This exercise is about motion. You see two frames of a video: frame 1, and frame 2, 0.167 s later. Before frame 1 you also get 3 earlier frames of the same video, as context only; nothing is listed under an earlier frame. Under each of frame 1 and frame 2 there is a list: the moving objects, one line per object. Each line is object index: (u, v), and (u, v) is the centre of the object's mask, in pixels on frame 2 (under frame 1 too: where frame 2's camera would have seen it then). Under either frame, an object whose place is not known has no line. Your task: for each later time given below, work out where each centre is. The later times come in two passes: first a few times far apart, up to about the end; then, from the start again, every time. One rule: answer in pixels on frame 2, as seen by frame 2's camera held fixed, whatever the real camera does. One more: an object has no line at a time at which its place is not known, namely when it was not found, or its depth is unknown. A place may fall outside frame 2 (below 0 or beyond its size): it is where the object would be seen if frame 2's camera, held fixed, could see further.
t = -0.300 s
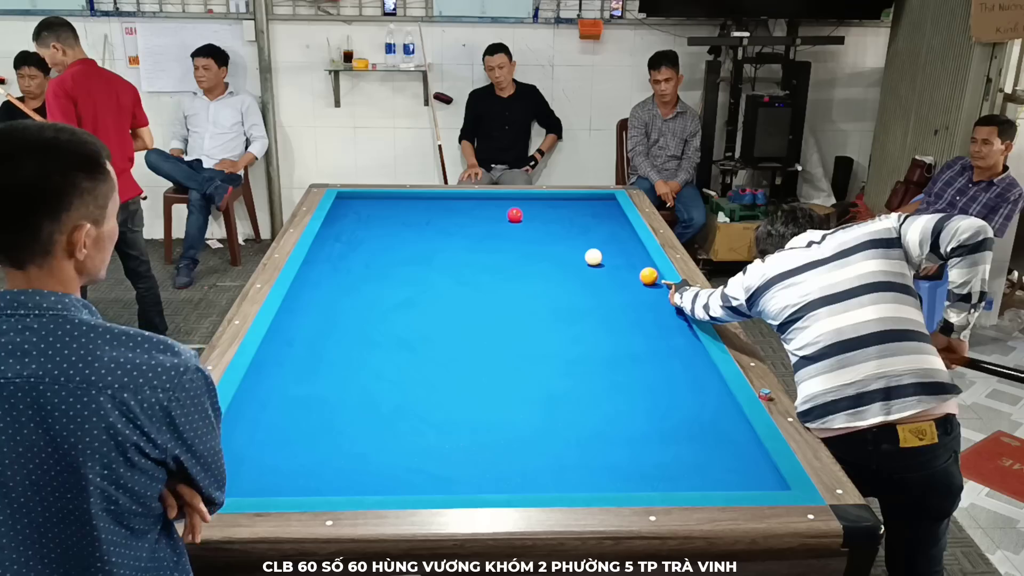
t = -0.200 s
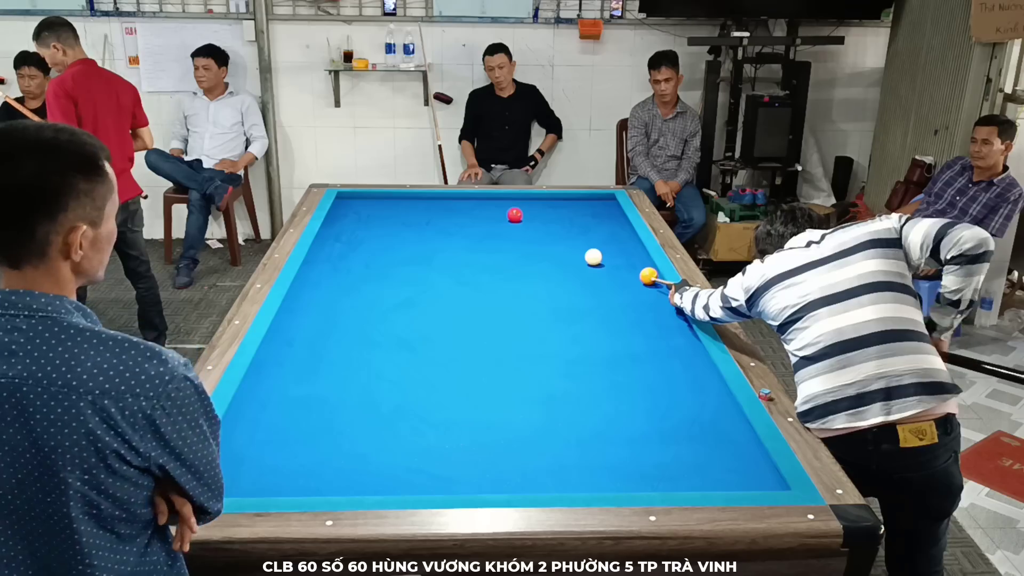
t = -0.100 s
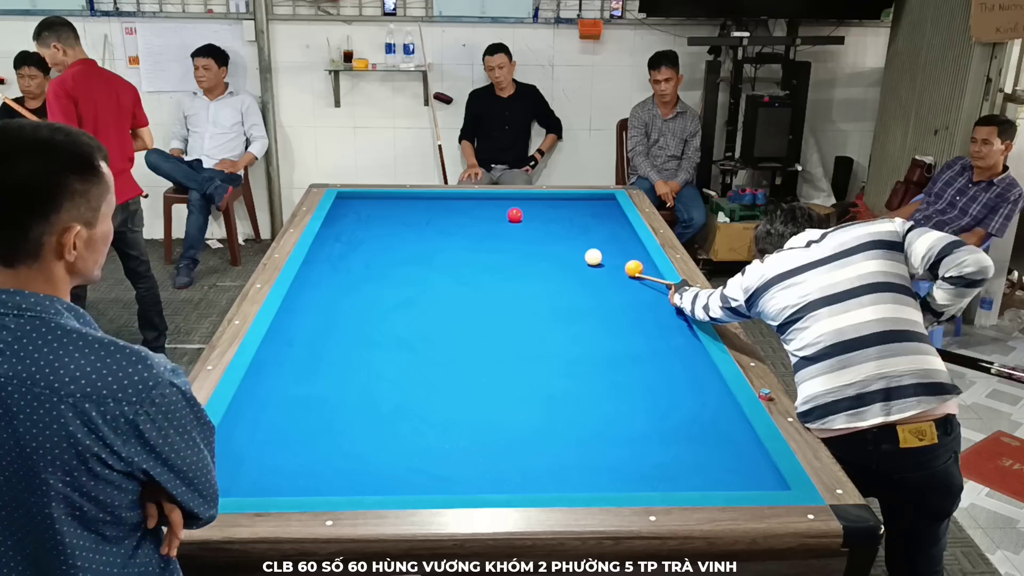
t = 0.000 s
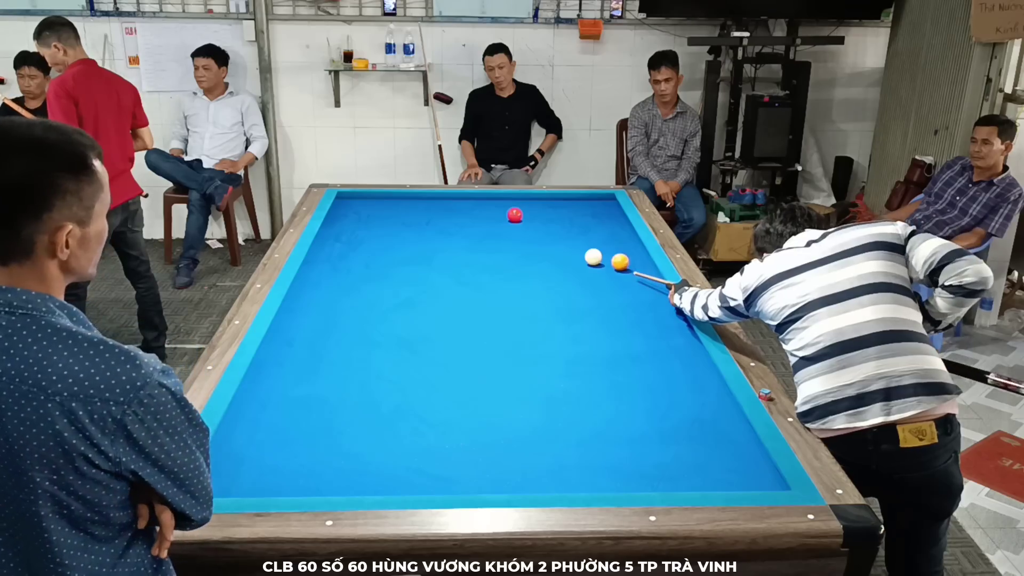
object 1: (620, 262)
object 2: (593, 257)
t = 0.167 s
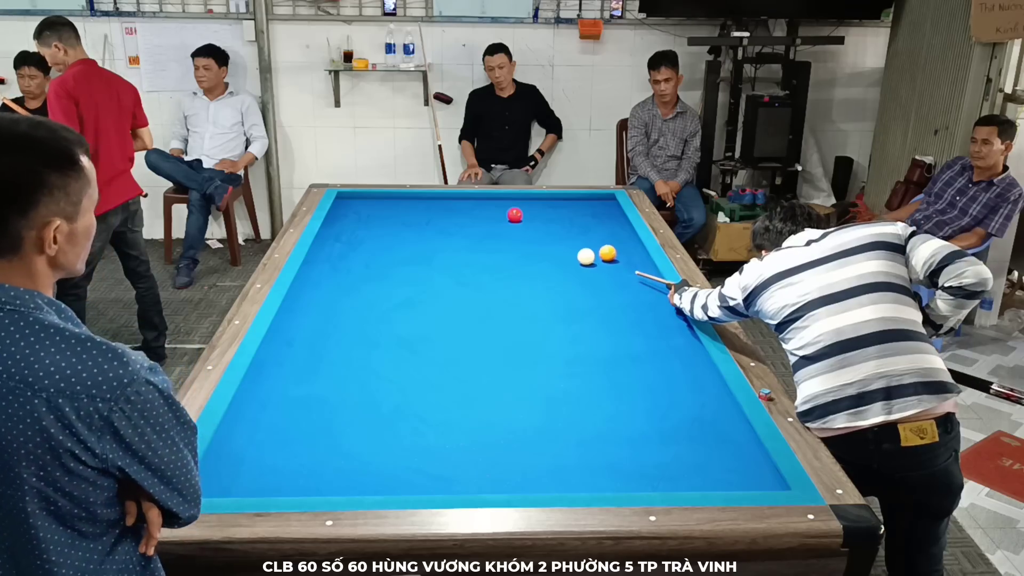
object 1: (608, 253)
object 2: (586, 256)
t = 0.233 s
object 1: (605, 250)
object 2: (581, 256)
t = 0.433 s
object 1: (597, 240)
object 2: (567, 256)
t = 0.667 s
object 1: (589, 230)
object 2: (551, 255)
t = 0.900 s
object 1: (582, 221)
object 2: (535, 254)
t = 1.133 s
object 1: (575, 213)
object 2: (521, 254)
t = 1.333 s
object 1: (570, 206)
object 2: (510, 253)
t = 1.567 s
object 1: (564, 199)
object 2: (497, 253)
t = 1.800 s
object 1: (556, 199)
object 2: (485, 252)
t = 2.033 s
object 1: (548, 202)
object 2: (473, 251)
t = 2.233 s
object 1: (540, 205)
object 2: (464, 251)
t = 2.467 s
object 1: (532, 208)
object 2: (455, 250)
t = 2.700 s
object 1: (525, 211)
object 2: (446, 250)
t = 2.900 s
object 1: (523, 213)
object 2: (439, 250)
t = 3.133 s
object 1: (522, 213)
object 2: (431, 250)
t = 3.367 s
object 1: (522, 214)
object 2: (425, 249)
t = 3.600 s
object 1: (522, 215)
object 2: (419, 249)
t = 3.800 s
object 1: (522, 215)
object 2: (414, 249)
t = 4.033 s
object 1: (522, 215)
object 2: (410, 249)
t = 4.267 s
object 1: (522, 215)
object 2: (406, 249)
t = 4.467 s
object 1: (522, 215)
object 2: (403, 249)
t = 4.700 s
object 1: (522, 215)
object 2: (401, 249)
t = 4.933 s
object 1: (522, 215)
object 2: (399, 249)
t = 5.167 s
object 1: (522, 215)
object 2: (398, 249)
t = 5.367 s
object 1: (522, 215)
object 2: (397, 249)
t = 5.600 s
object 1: (522, 215)
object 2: (397, 249)
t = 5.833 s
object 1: (522, 215)
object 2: (397, 250)
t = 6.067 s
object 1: (522, 215)
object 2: (397, 249)
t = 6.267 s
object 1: (522, 215)
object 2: (397, 250)
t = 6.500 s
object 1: (522, 215)
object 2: (397, 249)
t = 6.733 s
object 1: (522, 215)
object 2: (397, 250)
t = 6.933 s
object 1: (522, 215)
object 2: (397, 249)
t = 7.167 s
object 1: (522, 215)
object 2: (397, 250)
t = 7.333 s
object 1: (522, 215)
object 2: (397, 249)
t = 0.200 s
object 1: (606, 251)
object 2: (583, 256)
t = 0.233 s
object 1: (605, 250)
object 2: (581, 256)
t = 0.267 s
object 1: (604, 248)
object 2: (579, 256)
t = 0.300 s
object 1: (602, 247)
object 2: (576, 256)
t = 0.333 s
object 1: (601, 245)
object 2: (574, 256)
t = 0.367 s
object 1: (600, 243)
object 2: (571, 256)
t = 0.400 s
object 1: (598, 242)
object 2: (569, 256)
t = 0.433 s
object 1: (597, 240)
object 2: (567, 256)
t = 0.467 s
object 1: (596, 239)
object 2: (564, 256)
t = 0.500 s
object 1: (595, 237)
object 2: (562, 255)
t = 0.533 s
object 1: (594, 236)
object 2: (560, 255)
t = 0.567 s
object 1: (592, 234)
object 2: (557, 255)
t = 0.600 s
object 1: (591, 233)
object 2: (555, 255)
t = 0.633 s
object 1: (590, 232)
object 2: (553, 255)
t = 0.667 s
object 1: (589, 230)
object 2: (551, 255)
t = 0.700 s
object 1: (588, 229)
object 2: (548, 255)
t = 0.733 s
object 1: (587, 228)
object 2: (546, 255)
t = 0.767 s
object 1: (586, 226)
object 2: (544, 255)
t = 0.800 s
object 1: (585, 225)
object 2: (542, 255)
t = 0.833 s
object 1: (584, 224)
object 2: (540, 254)
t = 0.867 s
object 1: (583, 223)
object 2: (538, 254)
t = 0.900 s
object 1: (582, 221)
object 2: (535, 254)
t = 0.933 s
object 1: (581, 220)
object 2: (533, 254)
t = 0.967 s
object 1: (580, 219)
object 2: (531, 254)
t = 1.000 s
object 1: (579, 218)
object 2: (529, 254)
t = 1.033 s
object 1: (578, 216)
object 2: (527, 254)
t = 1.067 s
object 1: (577, 215)
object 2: (525, 254)
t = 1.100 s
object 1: (576, 214)
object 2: (523, 254)
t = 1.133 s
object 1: (575, 213)
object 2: (521, 254)
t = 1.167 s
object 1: (574, 212)
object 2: (519, 254)
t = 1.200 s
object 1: (573, 211)
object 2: (517, 254)
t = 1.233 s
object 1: (572, 209)
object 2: (515, 253)
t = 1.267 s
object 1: (571, 208)
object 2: (513, 253)
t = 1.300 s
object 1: (570, 207)
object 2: (511, 253)
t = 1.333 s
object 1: (570, 206)
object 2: (510, 253)
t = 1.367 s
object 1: (569, 205)
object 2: (508, 253)
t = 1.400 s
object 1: (568, 204)
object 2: (506, 253)
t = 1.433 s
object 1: (567, 203)
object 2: (504, 253)
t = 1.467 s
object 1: (566, 202)
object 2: (502, 253)
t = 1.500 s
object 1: (565, 201)
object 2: (500, 253)
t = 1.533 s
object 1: (564, 200)
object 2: (498, 253)
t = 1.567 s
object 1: (564, 199)
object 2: (497, 253)
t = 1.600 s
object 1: (563, 198)
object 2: (495, 252)
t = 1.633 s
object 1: (562, 197)
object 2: (493, 252)
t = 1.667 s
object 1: (561, 196)
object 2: (491, 252)
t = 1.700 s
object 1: (560, 197)
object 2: (490, 252)
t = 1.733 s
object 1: (559, 197)
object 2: (488, 252)
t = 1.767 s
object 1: (558, 198)
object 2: (486, 252)
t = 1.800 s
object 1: (556, 199)
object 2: (485, 252)
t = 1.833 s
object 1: (555, 199)
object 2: (483, 252)
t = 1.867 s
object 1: (554, 200)
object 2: (481, 252)
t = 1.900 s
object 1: (552, 200)
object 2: (480, 252)
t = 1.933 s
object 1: (551, 201)
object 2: (478, 252)
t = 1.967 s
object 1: (550, 201)
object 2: (476, 252)
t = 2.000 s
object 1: (549, 202)
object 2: (475, 252)
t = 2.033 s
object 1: (548, 202)
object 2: (473, 251)
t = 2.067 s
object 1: (546, 203)
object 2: (472, 251)
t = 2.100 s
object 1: (545, 203)
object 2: (470, 251)
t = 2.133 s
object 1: (544, 204)
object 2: (469, 251)
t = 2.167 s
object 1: (543, 204)
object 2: (467, 251)
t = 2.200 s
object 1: (541, 205)
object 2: (466, 251)
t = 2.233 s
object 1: (540, 205)
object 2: (464, 251)
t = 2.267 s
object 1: (539, 206)
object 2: (463, 251)
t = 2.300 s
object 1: (538, 206)
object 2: (461, 251)
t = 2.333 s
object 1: (537, 207)
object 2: (460, 251)
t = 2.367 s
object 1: (536, 207)
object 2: (459, 251)
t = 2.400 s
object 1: (534, 208)
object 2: (457, 251)
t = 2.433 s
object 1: (533, 208)
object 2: (456, 250)
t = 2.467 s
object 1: (532, 208)
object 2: (455, 250)
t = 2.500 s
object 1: (531, 209)
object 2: (453, 250)
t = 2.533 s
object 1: (530, 209)
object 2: (452, 250)
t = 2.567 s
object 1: (528, 210)
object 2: (451, 250)
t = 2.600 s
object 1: (527, 210)
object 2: (450, 250)
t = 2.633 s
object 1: (527, 211)
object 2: (448, 250)
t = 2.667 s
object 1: (526, 211)
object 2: (447, 250)
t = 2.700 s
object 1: (525, 211)
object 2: (446, 250)
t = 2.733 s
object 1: (525, 212)
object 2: (444, 250)
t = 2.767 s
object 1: (524, 212)
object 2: (443, 250)
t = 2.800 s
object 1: (524, 212)
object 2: (442, 250)
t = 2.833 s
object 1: (523, 212)
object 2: (441, 250)
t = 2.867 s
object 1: (523, 213)
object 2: (440, 250)
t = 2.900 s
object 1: (523, 213)
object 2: (439, 250)
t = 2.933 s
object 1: (523, 213)
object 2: (438, 250)
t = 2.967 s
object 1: (523, 213)
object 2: (437, 250)
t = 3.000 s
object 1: (523, 213)
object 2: (435, 250)
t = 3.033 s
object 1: (522, 213)
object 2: (434, 250)
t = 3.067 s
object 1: (522, 213)
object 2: (433, 250)
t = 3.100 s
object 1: (522, 213)
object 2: (432, 250)
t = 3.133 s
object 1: (522, 213)
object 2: (431, 250)
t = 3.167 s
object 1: (522, 214)
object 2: (430, 250)
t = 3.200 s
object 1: (522, 214)
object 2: (429, 249)
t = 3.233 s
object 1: (522, 214)
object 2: (428, 250)
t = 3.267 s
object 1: (522, 214)
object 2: (427, 250)
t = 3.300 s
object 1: (522, 214)
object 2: (426, 250)
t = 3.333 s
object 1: (522, 214)
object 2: (426, 249)
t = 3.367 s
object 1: (522, 214)
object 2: (425, 249)
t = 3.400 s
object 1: (522, 214)
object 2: (424, 250)
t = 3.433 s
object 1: (522, 214)
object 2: (423, 249)
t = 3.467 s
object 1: (522, 215)
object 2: (422, 250)
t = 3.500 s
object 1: (522, 214)
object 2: (421, 249)
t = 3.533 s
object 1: (522, 215)
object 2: (420, 249)
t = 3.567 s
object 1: (522, 215)
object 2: (420, 249)
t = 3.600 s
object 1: (522, 215)
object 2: (419, 249)
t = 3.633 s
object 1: (522, 215)
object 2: (418, 249)
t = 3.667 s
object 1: (522, 215)
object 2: (417, 249)
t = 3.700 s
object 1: (522, 215)
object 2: (417, 249)
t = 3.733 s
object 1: (522, 215)
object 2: (416, 249)
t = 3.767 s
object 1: (522, 215)
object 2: (415, 249)
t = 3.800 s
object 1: (522, 215)
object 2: (414, 249)
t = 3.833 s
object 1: (522, 215)
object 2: (414, 249)
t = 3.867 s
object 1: (522, 215)
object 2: (413, 249)
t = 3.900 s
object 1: (522, 215)
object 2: (412, 249)
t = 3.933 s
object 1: (522, 215)
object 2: (412, 249)
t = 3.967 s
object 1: (522, 215)
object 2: (411, 249)
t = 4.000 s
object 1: (522, 215)
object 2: (410, 249)
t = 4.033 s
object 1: (522, 215)
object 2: (410, 249)
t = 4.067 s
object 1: (522, 215)
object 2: (409, 249)
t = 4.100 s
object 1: (522, 215)
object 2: (409, 249)
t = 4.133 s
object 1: (522, 215)
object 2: (408, 249)
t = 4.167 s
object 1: (522, 215)
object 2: (408, 249)
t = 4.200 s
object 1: (522, 215)
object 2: (407, 249)
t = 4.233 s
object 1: (522, 215)
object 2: (407, 249)
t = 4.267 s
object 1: (522, 215)
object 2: (406, 249)
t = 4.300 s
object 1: (522, 215)
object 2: (406, 249)
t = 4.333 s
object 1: (522, 215)
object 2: (405, 249)
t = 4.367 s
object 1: (522, 215)
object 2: (405, 249)
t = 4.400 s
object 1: (522, 215)
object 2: (404, 249)
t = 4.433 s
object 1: (522, 215)
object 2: (404, 249)
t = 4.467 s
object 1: (522, 215)
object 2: (403, 249)
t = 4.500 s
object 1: (522, 215)
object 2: (403, 249)
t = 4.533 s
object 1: (522, 215)
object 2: (403, 249)
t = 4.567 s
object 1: (522, 215)
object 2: (402, 249)
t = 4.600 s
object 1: (522, 215)
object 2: (402, 249)
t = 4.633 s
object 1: (522, 215)
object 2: (401, 249)
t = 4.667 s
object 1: (522, 215)
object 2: (401, 249)
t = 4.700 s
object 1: (522, 215)
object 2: (401, 249)
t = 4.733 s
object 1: (522, 215)
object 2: (401, 249)
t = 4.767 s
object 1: (522, 215)
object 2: (400, 249)
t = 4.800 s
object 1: (522, 215)
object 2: (400, 249)
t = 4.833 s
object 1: (522, 215)
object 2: (400, 249)
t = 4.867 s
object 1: (522, 215)
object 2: (399, 249)
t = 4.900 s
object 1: (522, 215)
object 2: (399, 249)
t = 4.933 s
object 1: (522, 215)
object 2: (399, 249)
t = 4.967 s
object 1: (522, 215)
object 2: (399, 249)
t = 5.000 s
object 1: (522, 215)
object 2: (399, 249)
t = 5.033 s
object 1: (522, 215)
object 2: (398, 249)
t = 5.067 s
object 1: (522, 215)
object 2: (398, 249)
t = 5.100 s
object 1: (522, 215)
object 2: (398, 249)
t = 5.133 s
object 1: (522, 215)
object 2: (398, 249)
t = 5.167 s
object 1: (522, 215)
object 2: (398, 249)
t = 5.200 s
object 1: (522, 215)
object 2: (398, 249)
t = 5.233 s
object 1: (522, 215)
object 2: (397, 249)
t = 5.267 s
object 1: (522, 215)
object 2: (397, 249)
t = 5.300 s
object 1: (522, 215)
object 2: (397, 249)
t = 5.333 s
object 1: (522, 215)
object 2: (397, 249)
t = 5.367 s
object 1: (522, 215)
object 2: (397, 249)
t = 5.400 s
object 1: (522, 215)
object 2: (397, 249)
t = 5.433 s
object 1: (522, 215)
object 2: (397, 250)
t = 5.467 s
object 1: (522, 215)
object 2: (397, 249)
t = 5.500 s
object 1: (522, 215)
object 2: (397, 249)
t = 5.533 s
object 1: (522, 215)
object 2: (397, 249)
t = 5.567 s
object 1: (522, 215)
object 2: (397, 249)
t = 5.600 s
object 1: (522, 215)
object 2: (397, 249)
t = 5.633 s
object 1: (522, 215)
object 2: (397, 249)
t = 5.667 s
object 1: (522, 215)
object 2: (397, 249)
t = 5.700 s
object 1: (522, 215)
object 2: (397, 250)
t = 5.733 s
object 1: (522, 215)
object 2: (397, 249)
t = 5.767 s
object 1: (522, 215)
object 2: (397, 250)
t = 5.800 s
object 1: (522, 215)
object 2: (397, 249)
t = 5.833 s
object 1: (522, 215)
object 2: (397, 250)
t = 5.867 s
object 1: (522, 215)
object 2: (397, 249)
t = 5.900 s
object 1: (522, 215)
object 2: (397, 250)
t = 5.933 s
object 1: (522, 215)
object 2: (397, 249)
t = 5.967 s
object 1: (522, 215)
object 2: (397, 250)
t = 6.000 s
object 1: (522, 215)
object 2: (397, 250)
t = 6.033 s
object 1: (522, 215)
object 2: (397, 249)
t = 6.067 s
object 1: (522, 215)
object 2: (397, 249)
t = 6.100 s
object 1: (522, 215)
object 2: (397, 250)
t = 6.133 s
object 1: (522, 215)
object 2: (397, 249)
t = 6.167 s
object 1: (522, 215)
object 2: (397, 250)
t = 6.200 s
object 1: (522, 215)
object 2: (397, 250)
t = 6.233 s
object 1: (522, 215)
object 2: (397, 250)
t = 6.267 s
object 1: (522, 215)
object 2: (397, 250)
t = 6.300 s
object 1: (522, 215)
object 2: (397, 249)
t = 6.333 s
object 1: (522, 215)
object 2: (397, 250)
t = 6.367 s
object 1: (522, 215)
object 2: (397, 250)
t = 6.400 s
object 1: (522, 215)
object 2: (397, 250)
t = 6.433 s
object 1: (522, 215)
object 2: (397, 250)
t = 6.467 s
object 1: (522, 215)
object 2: (397, 250)
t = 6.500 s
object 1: (522, 215)
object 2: (397, 249)
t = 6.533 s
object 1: (522, 215)
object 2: (397, 250)
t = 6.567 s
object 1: (522, 215)
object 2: (397, 249)
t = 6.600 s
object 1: (522, 215)
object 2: (397, 249)
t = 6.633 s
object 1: (522, 215)
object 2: (397, 250)
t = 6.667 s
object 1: (522, 215)
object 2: (397, 250)
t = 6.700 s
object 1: (522, 215)
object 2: (397, 250)
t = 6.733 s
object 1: (522, 215)
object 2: (397, 250)
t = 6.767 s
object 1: (522, 215)
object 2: (397, 249)
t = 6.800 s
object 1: (522, 215)
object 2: (397, 250)
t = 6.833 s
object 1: (522, 215)
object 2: (397, 250)
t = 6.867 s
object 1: (522, 215)
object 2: (397, 250)
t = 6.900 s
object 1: (522, 215)
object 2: (397, 250)
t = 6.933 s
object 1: (522, 215)
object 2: (397, 249)
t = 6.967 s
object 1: (522, 215)
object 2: (397, 249)
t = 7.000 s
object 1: (522, 215)
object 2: (397, 249)
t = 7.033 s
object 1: (522, 215)
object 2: (397, 250)
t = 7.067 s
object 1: (522, 215)
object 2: (397, 249)
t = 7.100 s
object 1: (522, 215)
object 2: (397, 250)
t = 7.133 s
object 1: (522, 215)
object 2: (397, 249)
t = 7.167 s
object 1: (522, 215)
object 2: (397, 250)
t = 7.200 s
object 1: (522, 215)
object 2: (397, 249)
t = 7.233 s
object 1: (522, 215)
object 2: (397, 249)
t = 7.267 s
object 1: (522, 215)
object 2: (397, 250)
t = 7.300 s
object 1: (522, 215)
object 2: (397, 250)
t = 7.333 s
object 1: (522, 215)
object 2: (397, 249)
